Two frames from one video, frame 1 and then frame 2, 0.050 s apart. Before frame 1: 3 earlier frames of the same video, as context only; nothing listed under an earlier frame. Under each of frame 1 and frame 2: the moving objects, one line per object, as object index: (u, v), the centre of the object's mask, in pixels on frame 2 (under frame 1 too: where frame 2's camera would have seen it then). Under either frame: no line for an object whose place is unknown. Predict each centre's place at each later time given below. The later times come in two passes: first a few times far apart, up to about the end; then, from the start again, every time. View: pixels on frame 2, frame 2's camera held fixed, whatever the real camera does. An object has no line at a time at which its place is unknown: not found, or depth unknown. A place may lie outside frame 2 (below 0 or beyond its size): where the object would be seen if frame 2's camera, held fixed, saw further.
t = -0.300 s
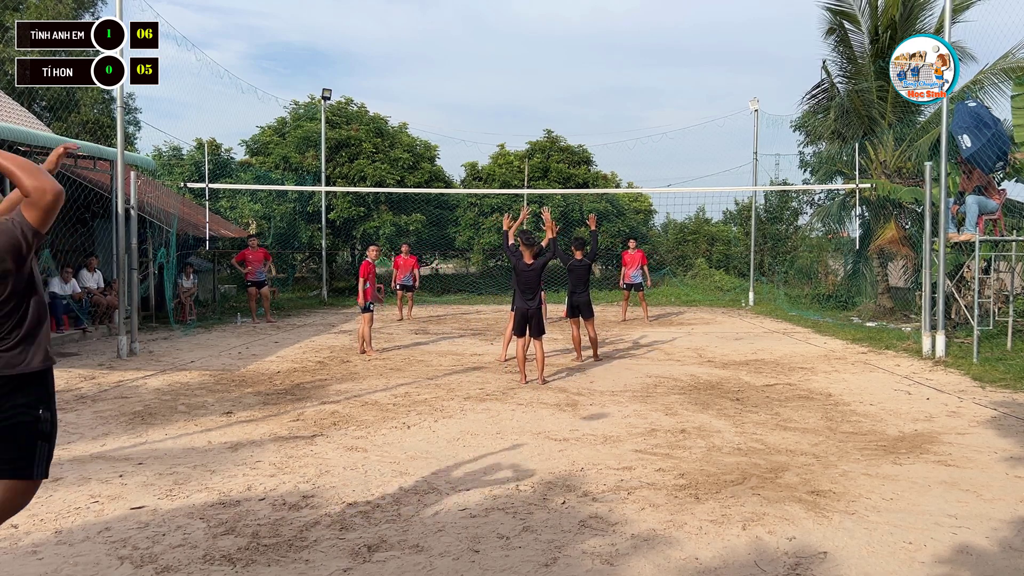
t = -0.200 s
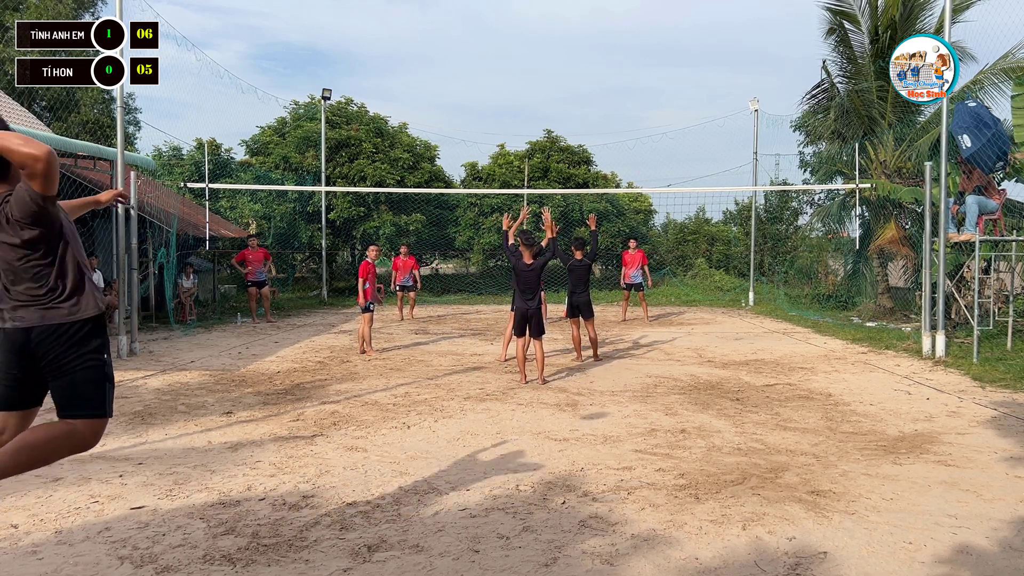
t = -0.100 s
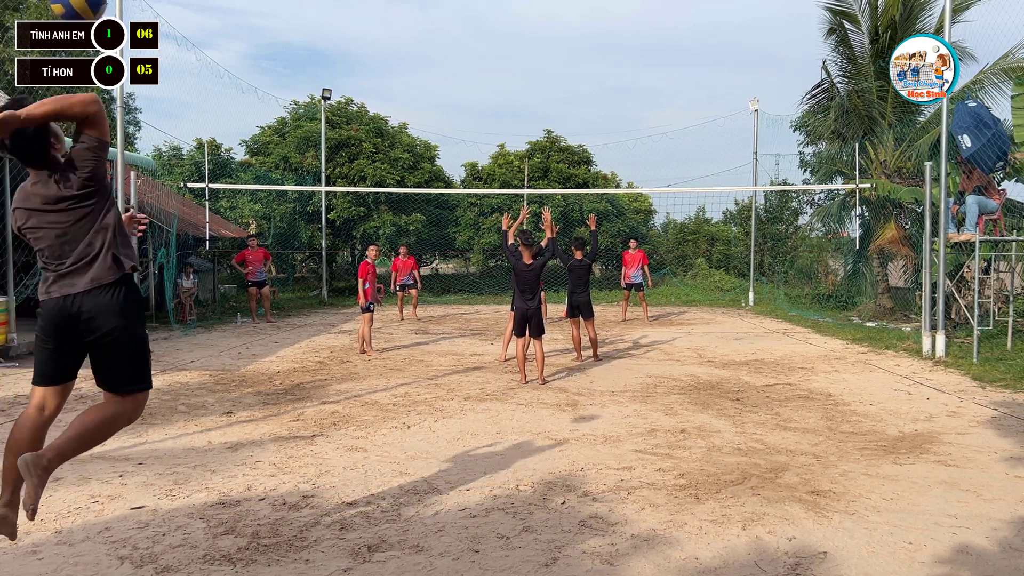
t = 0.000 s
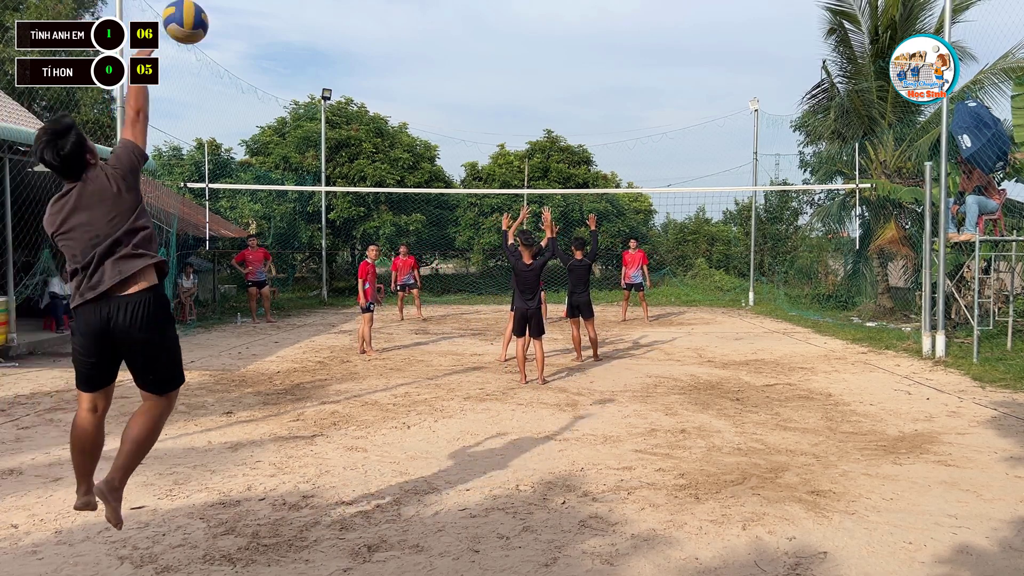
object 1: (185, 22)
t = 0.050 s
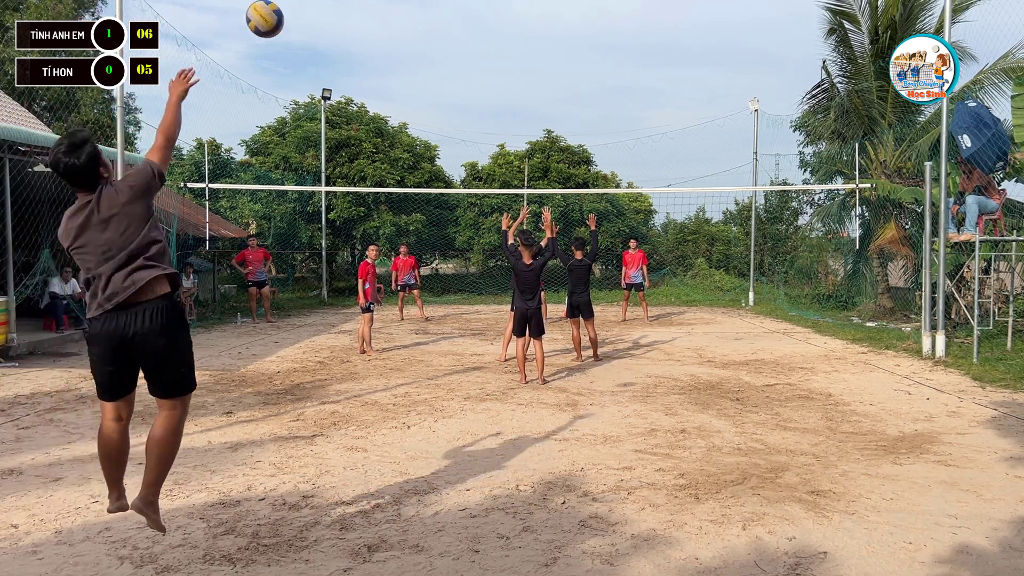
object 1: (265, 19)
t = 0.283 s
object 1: (453, 50)
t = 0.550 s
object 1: (543, 119)
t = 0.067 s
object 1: (286, 19)
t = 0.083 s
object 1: (306, 20)
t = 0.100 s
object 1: (324, 21)
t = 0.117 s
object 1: (340, 23)
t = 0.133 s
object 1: (355, 25)
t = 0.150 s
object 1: (370, 27)
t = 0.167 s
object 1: (383, 29)
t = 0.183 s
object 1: (395, 32)
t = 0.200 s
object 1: (406, 35)
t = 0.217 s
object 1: (417, 37)
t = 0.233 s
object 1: (427, 40)
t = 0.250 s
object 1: (436, 43)
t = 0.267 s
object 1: (445, 47)
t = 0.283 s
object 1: (453, 50)
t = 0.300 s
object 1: (461, 54)
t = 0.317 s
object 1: (469, 58)
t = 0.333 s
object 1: (476, 62)
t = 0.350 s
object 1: (482, 66)
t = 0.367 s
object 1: (489, 71)
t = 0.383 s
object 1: (495, 75)
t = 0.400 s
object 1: (501, 79)
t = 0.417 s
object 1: (506, 84)
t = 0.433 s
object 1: (512, 88)
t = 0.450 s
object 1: (517, 92)
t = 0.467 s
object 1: (522, 97)
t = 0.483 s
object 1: (526, 101)
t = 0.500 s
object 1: (531, 105)
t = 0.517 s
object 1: (535, 110)
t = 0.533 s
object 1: (539, 114)
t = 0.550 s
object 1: (543, 119)
